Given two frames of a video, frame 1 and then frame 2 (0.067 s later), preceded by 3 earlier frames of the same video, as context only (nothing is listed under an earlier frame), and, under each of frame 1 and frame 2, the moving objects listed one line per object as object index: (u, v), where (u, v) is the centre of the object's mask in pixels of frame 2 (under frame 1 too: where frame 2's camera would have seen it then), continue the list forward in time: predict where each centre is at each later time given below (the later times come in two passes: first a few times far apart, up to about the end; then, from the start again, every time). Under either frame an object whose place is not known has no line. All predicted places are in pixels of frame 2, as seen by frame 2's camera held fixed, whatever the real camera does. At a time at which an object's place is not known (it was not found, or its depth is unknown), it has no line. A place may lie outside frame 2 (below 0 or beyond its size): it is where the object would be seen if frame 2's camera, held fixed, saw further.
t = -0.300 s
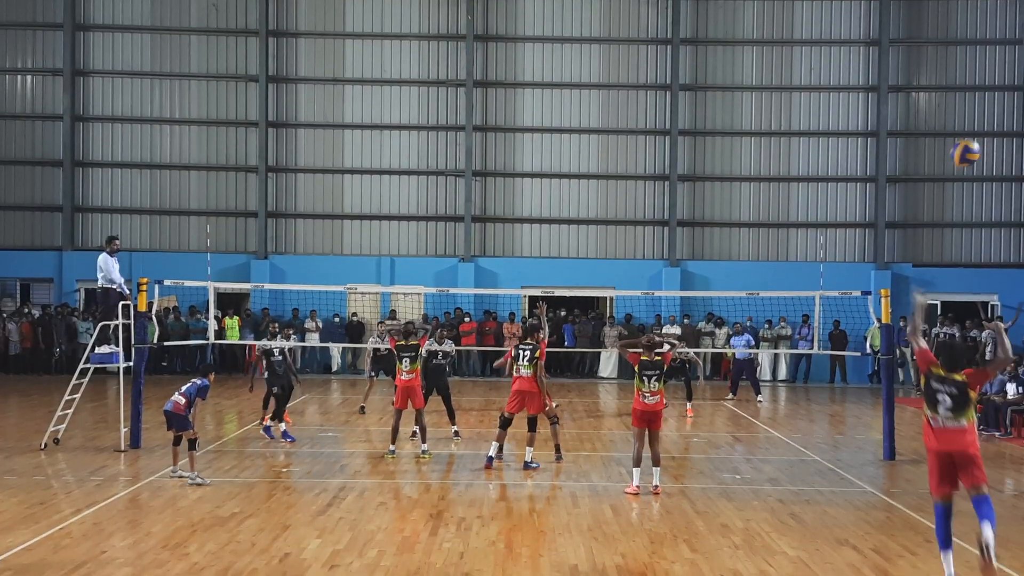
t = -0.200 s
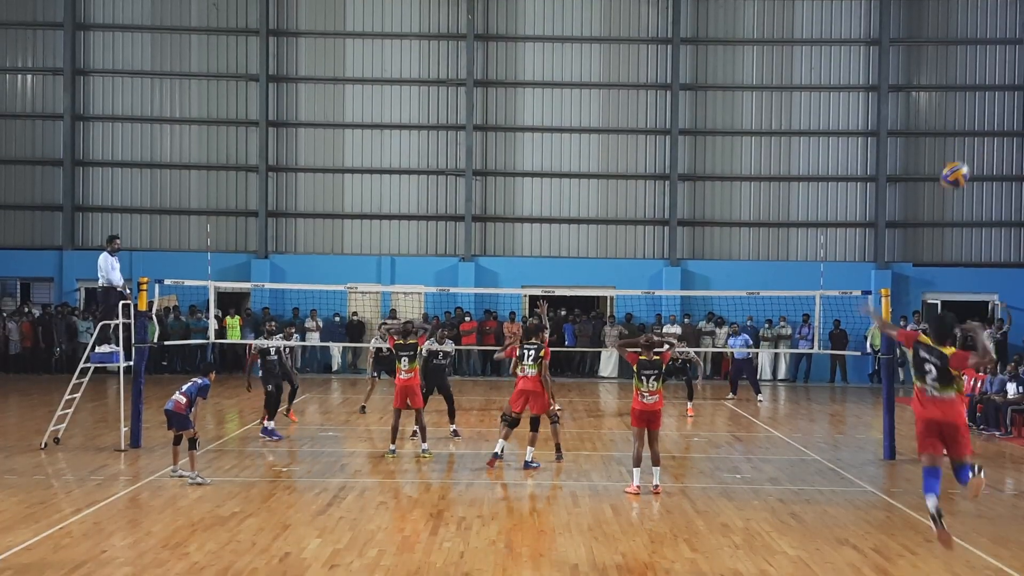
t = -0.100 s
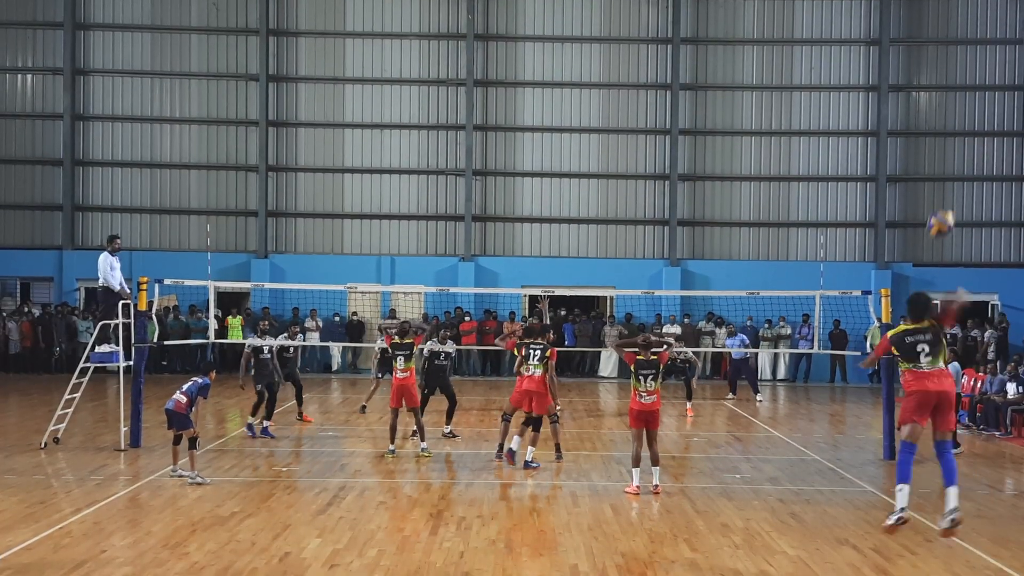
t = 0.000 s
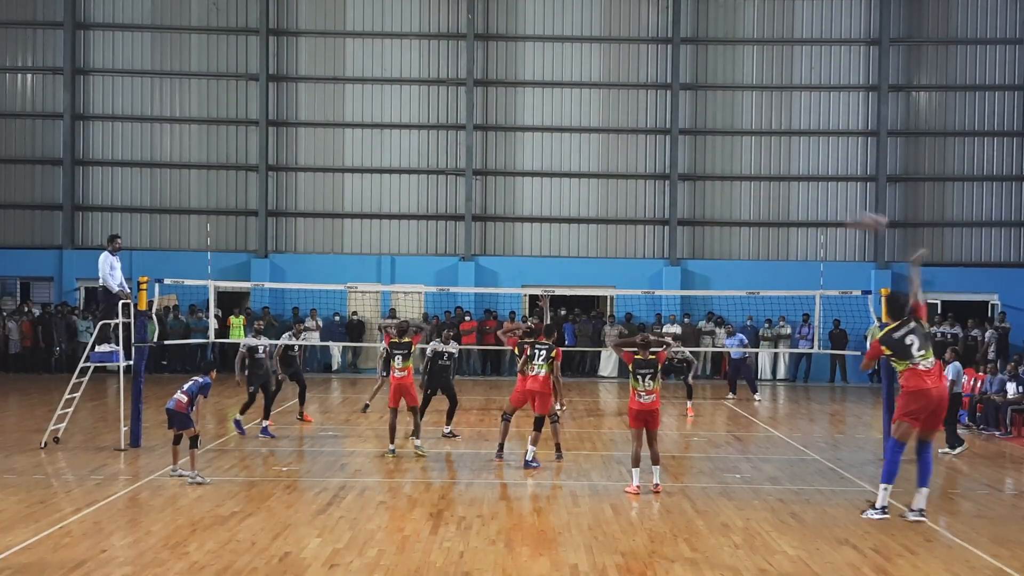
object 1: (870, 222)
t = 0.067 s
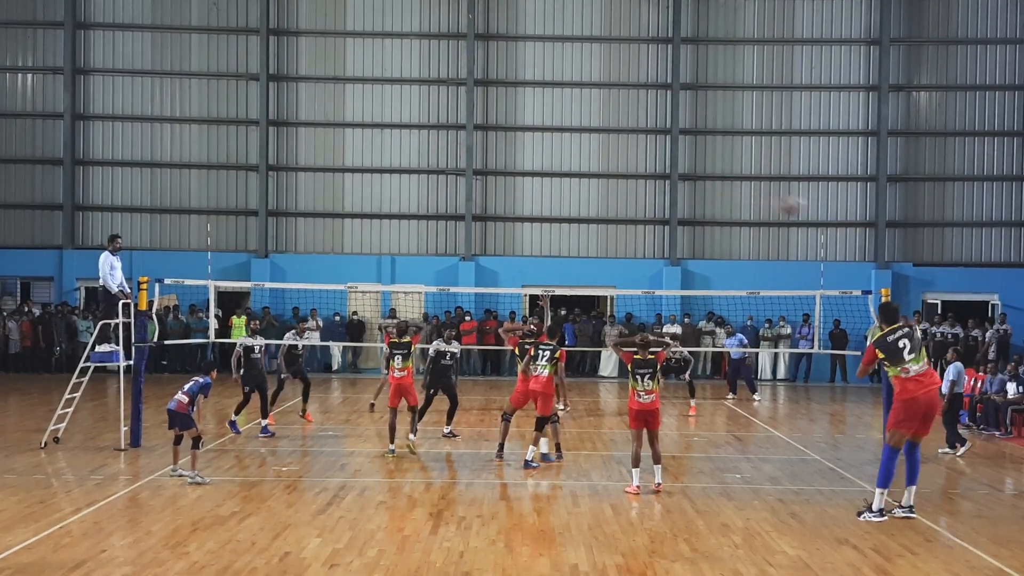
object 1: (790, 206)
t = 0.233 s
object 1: (650, 198)
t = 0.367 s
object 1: (569, 216)
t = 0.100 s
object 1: (757, 200)
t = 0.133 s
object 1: (726, 198)
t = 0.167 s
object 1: (699, 196)
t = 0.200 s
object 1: (675, 196)
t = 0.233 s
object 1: (650, 198)
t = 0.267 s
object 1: (626, 203)
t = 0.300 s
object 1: (606, 206)
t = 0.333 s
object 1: (588, 211)
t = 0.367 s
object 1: (569, 216)
